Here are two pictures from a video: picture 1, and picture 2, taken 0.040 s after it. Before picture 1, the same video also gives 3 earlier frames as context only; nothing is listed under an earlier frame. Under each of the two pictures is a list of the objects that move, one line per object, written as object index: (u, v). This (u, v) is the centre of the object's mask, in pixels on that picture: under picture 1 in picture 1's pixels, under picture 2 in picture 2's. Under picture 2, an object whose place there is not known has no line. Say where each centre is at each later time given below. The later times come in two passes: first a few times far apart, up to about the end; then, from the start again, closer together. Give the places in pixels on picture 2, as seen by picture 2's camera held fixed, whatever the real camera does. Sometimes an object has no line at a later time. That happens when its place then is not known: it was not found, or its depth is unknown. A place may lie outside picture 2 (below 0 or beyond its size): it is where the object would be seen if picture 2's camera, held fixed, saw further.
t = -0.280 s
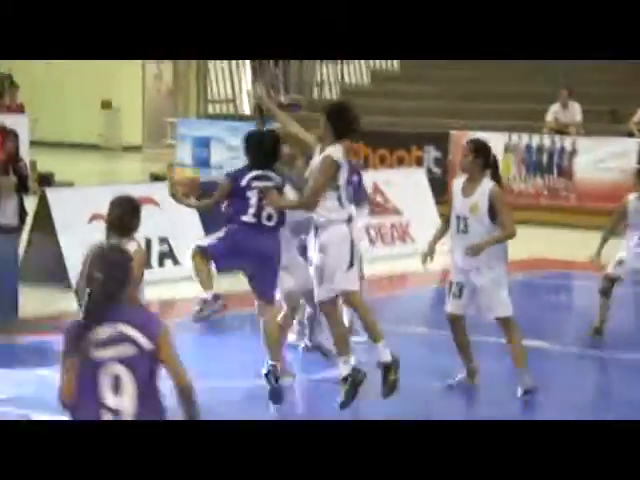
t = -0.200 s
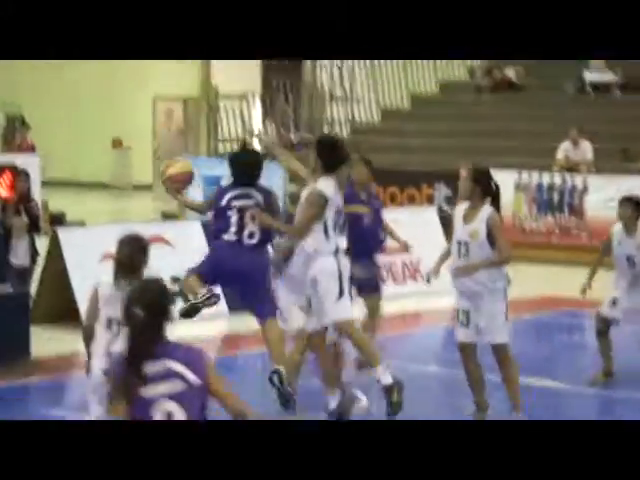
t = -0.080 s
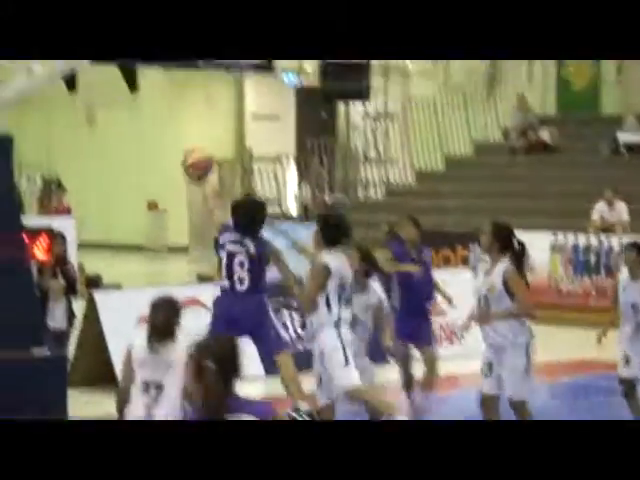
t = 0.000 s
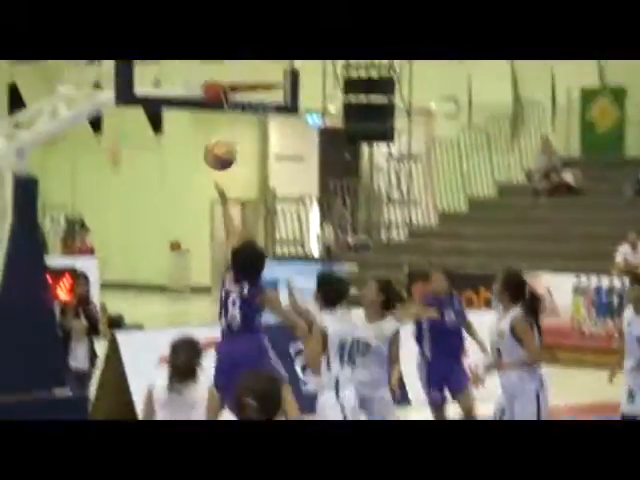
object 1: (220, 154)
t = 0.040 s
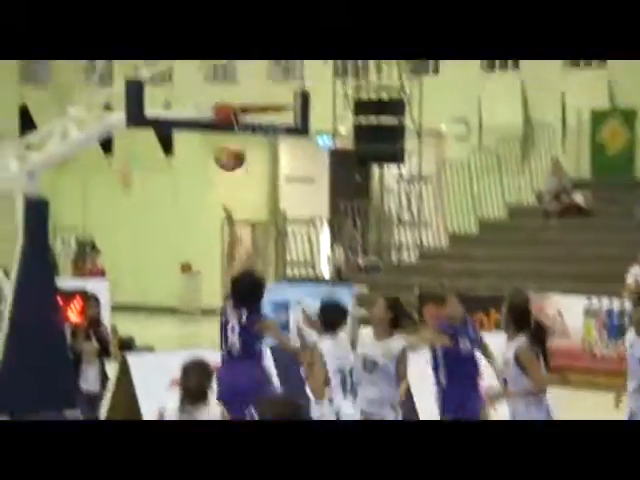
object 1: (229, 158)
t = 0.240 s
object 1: (231, 89)
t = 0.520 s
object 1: (244, 81)
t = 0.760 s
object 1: (283, 91)
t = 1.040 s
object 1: (310, 102)
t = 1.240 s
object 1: (331, 149)
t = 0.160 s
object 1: (230, 111)
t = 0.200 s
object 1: (230, 100)
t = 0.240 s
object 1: (231, 89)
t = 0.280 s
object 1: (232, 85)
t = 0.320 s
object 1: (231, 82)
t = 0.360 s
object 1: (231, 80)
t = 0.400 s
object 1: (231, 79)
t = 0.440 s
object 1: (231, 80)
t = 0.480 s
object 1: (235, 80)
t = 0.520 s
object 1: (244, 81)
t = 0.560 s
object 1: (253, 87)
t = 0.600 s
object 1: (261, 90)
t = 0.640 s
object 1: (270, 96)
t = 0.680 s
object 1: (278, 102)
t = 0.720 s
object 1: (281, 96)
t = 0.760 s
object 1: (283, 91)
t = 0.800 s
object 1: (285, 90)
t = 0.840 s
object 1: (288, 90)
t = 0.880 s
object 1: (291, 92)
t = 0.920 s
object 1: (296, 98)
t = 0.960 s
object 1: (300, 98)
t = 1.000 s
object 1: (305, 99)
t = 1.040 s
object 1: (310, 102)
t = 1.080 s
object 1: (315, 107)
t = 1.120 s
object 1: (319, 114)
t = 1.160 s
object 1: (323, 124)
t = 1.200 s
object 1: (328, 135)
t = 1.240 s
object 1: (331, 149)
